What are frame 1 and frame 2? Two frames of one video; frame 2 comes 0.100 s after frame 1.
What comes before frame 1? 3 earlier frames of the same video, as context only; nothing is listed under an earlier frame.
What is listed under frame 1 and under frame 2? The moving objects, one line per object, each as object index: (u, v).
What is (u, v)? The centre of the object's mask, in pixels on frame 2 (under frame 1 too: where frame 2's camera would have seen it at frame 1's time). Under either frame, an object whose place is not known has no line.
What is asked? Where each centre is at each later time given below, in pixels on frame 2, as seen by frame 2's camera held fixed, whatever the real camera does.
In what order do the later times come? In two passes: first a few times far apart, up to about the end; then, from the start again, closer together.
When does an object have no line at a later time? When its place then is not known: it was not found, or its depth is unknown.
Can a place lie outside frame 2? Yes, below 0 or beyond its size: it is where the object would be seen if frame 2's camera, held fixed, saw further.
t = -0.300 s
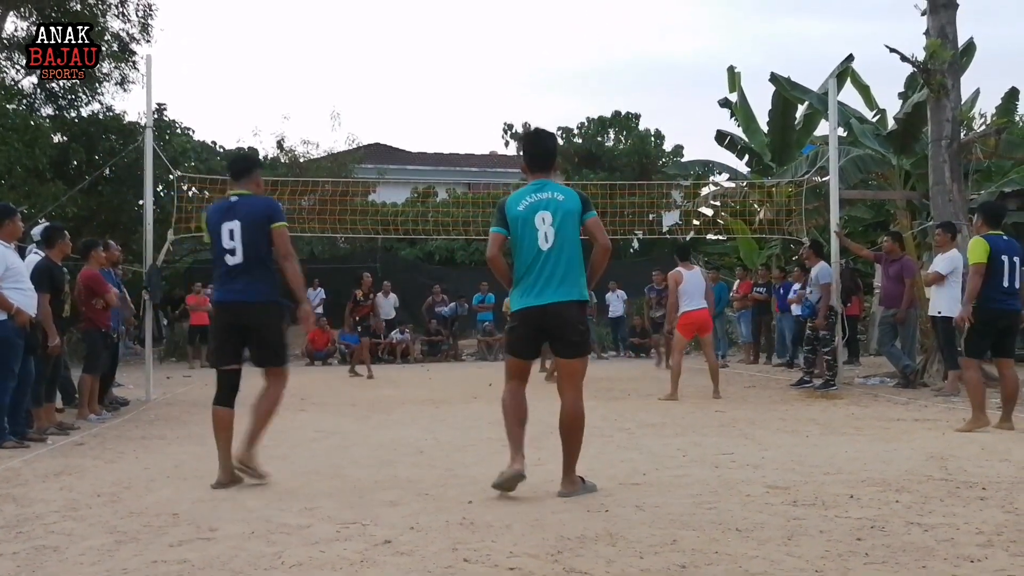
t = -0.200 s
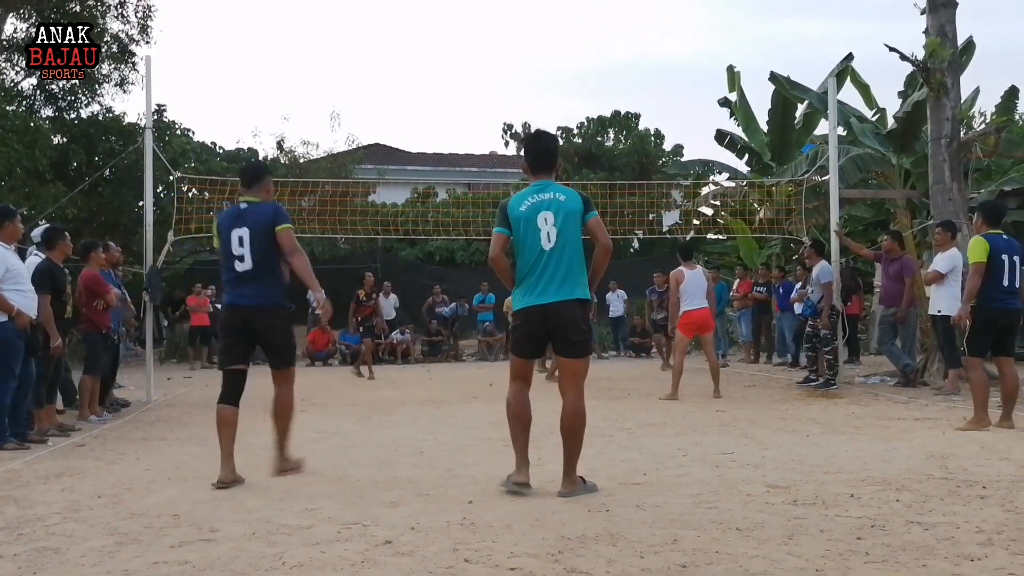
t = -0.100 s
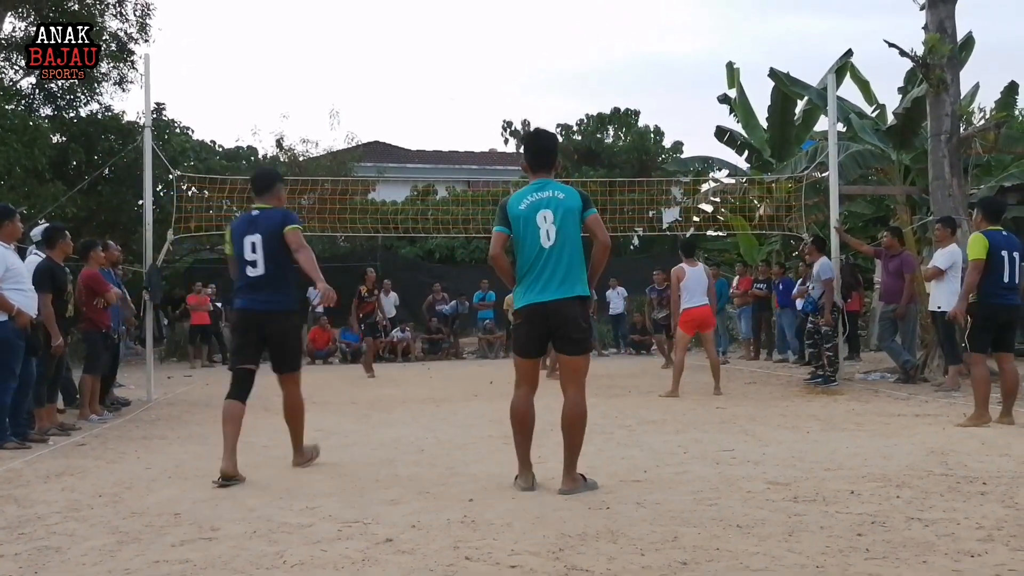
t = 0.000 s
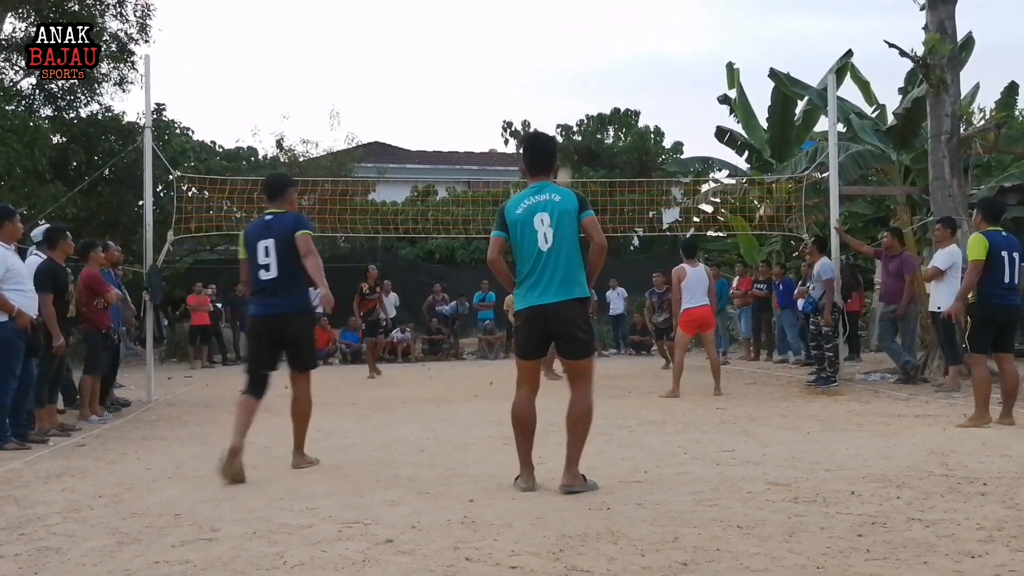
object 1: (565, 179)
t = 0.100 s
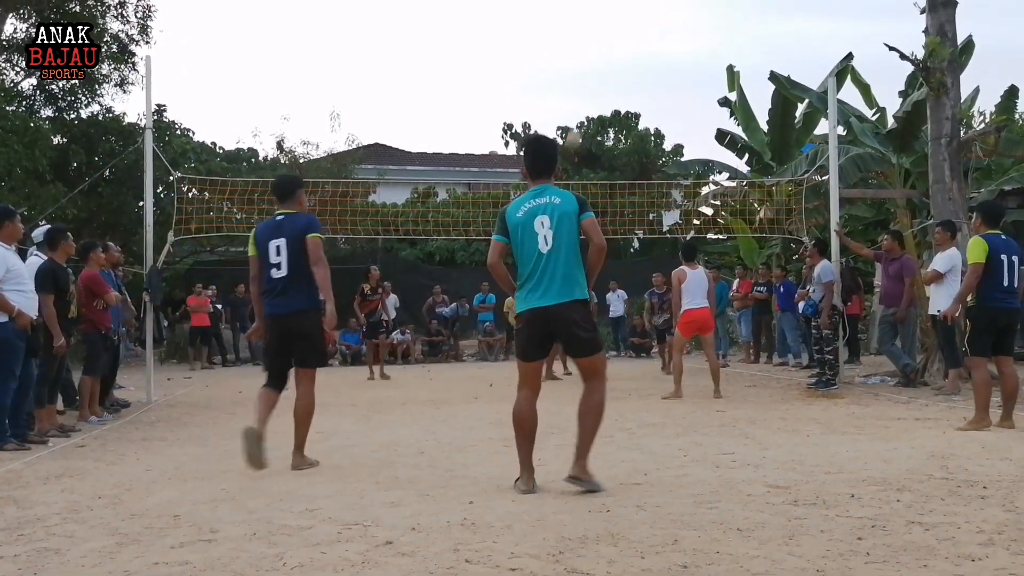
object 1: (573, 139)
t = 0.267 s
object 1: (592, 82)
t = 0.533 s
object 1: (620, 40)
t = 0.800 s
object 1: (650, 51)
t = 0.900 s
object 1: (662, 68)
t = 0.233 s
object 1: (589, 92)
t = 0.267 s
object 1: (592, 82)
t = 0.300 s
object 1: (595, 75)
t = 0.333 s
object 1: (599, 67)
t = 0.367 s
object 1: (602, 61)
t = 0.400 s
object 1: (606, 55)
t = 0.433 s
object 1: (609, 50)
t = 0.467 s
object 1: (613, 46)
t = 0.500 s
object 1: (616, 43)
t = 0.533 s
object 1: (620, 40)
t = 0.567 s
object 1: (624, 39)
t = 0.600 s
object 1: (628, 38)
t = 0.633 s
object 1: (631, 38)
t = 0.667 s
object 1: (635, 39)
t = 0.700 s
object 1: (639, 40)
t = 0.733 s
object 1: (642, 43)
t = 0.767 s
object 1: (646, 46)
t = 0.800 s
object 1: (650, 51)
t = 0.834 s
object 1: (654, 56)
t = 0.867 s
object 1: (658, 62)
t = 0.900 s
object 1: (662, 68)
